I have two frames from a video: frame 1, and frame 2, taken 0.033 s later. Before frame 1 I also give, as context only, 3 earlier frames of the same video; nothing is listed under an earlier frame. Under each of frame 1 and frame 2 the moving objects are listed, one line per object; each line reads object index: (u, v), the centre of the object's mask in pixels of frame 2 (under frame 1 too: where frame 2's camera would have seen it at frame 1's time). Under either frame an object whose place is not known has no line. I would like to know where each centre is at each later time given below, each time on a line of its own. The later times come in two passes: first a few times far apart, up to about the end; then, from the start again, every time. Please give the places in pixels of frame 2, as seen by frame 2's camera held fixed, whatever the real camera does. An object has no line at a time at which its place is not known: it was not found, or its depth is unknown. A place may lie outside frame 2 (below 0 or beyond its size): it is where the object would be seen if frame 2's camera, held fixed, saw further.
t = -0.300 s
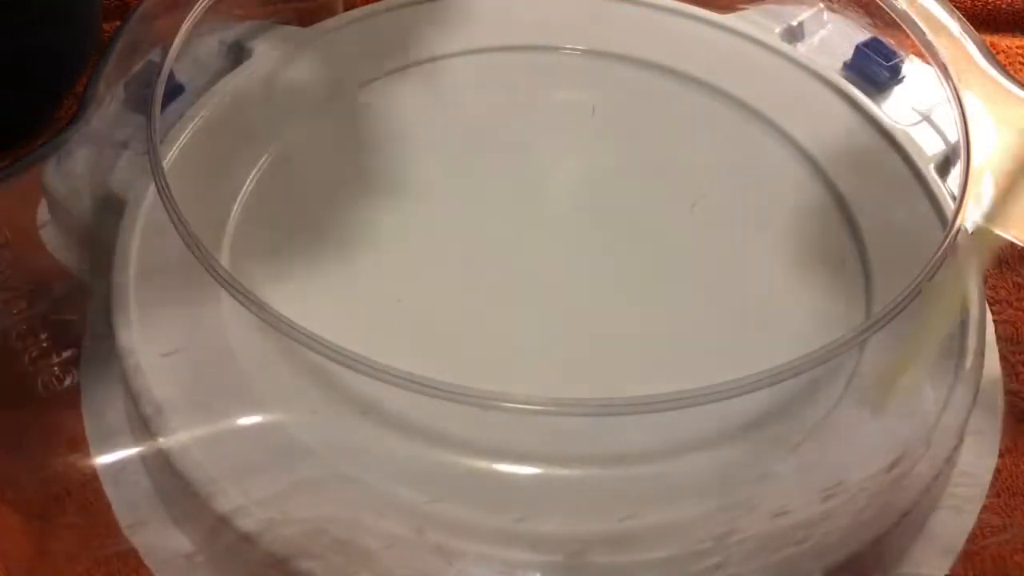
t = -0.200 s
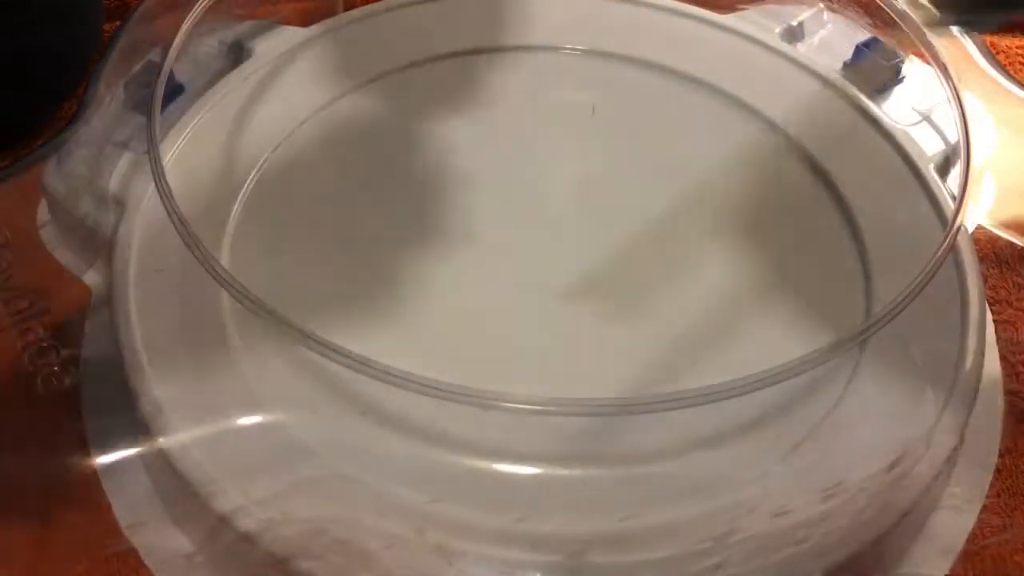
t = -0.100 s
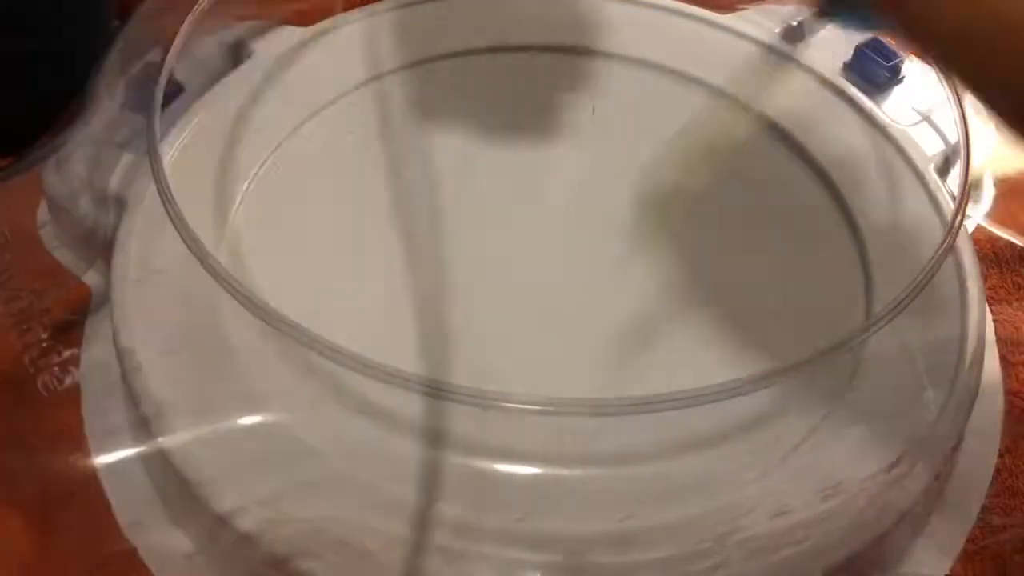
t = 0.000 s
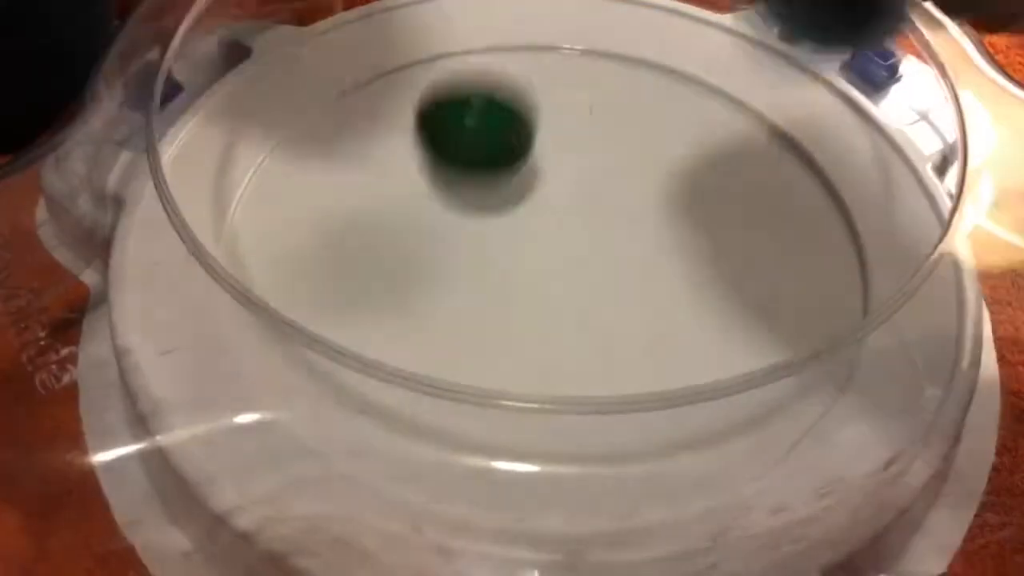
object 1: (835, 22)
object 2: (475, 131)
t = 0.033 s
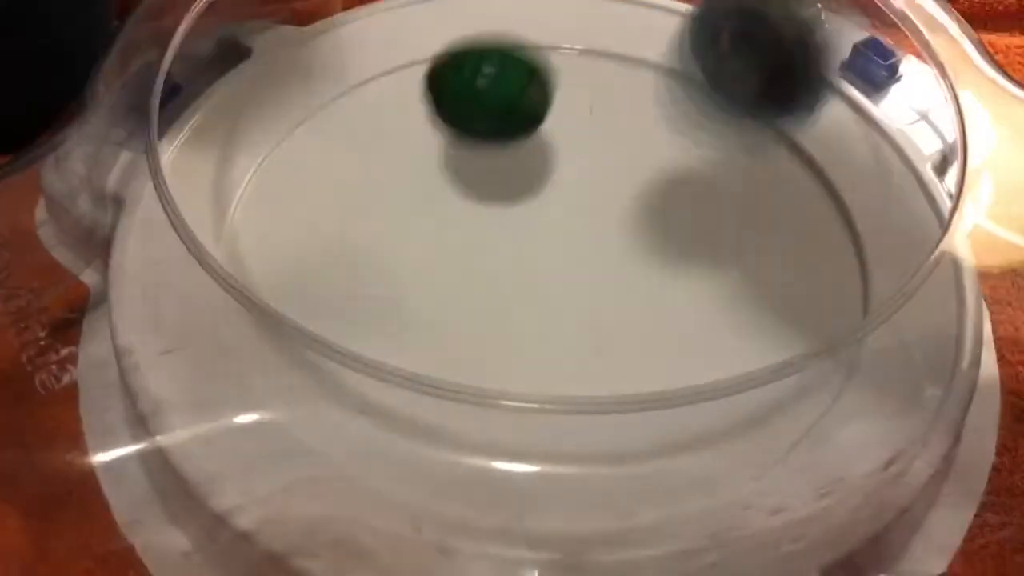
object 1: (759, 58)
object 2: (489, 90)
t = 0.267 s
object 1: (440, 204)
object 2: (545, 159)
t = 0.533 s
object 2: (807, 205)
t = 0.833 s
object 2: (607, 321)
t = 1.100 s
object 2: (432, 209)
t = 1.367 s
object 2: (476, 96)
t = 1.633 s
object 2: (588, 149)
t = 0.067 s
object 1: (679, 163)
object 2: (503, 73)
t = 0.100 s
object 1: (620, 274)
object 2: (517, 78)
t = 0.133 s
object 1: (582, 256)
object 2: (531, 108)
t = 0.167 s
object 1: (538, 249)
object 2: (539, 107)
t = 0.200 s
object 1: (504, 241)
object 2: (543, 102)
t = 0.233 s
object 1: (474, 215)
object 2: (545, 121)
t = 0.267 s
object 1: (440, 204)
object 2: (545, 159)
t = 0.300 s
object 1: (406, 178)
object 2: (568, 201)
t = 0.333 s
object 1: (338, 140)
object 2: (620, 165)
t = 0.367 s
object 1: (298, 104)
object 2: (674, 149)
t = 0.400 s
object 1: (270, 75)
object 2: (725, 154)
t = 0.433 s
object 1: (263, 57)
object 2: (768, 185)
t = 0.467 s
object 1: (280, 50)
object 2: (789, 190)
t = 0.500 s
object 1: (313, 45)
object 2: (802, 194)
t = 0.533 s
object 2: (807, 205)
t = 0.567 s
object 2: (806, 220)
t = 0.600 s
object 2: (799, 239)
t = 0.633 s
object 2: (787, 259)
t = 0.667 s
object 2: (767, 278)
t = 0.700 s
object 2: (741, 296)
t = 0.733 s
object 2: (711, 310)
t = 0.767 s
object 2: (677, 318)
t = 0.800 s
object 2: (642, 322)
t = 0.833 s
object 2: (607, 321)
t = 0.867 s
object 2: (573, 316)
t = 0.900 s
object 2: (543, 308)
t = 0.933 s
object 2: (515, 296)
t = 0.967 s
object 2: (491, 282)
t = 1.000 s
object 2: (472, 267)
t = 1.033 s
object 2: (456, 249)
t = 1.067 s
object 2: (442, 229)
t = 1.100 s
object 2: (432, 209)
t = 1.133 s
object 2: (426, 192)
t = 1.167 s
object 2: (424, 174)
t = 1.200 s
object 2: (426, 157)
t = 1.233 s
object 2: (430, 139)
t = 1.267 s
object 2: (438, 123)
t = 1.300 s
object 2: (447, 111)
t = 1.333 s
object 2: (460, 101)
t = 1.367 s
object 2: (476, 96)
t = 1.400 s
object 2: (494, 93)
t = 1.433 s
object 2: (512, 92)
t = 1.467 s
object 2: (530, 95)
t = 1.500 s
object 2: (546, 100)
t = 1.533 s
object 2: (561, 108)
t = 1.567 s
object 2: (572, 120)
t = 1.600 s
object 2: (582, 133)
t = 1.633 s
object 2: (588, 149)
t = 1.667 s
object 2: (591, 165)
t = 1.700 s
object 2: (590, 182)
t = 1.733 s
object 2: (572, 192)
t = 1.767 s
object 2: (547, 200)
